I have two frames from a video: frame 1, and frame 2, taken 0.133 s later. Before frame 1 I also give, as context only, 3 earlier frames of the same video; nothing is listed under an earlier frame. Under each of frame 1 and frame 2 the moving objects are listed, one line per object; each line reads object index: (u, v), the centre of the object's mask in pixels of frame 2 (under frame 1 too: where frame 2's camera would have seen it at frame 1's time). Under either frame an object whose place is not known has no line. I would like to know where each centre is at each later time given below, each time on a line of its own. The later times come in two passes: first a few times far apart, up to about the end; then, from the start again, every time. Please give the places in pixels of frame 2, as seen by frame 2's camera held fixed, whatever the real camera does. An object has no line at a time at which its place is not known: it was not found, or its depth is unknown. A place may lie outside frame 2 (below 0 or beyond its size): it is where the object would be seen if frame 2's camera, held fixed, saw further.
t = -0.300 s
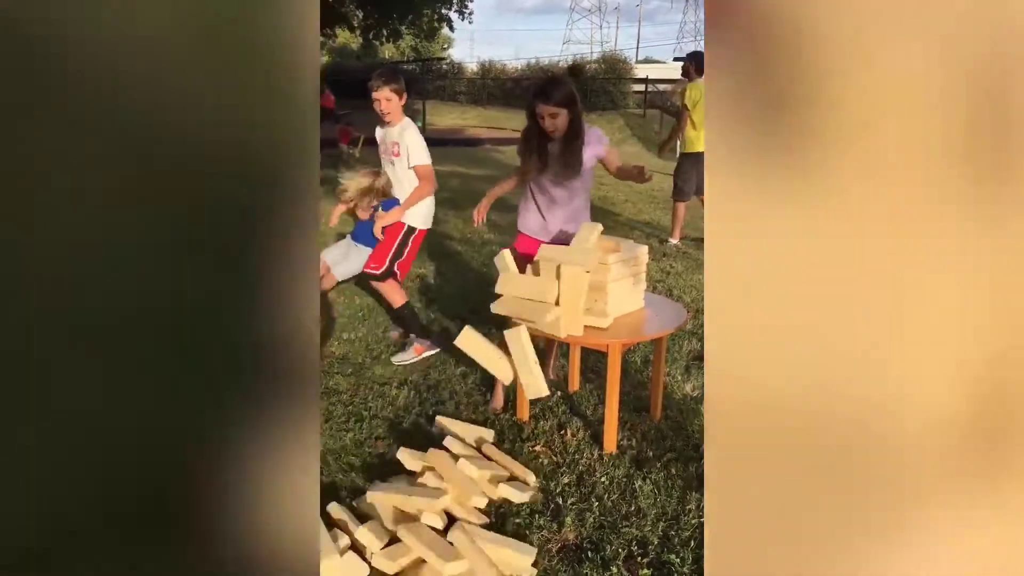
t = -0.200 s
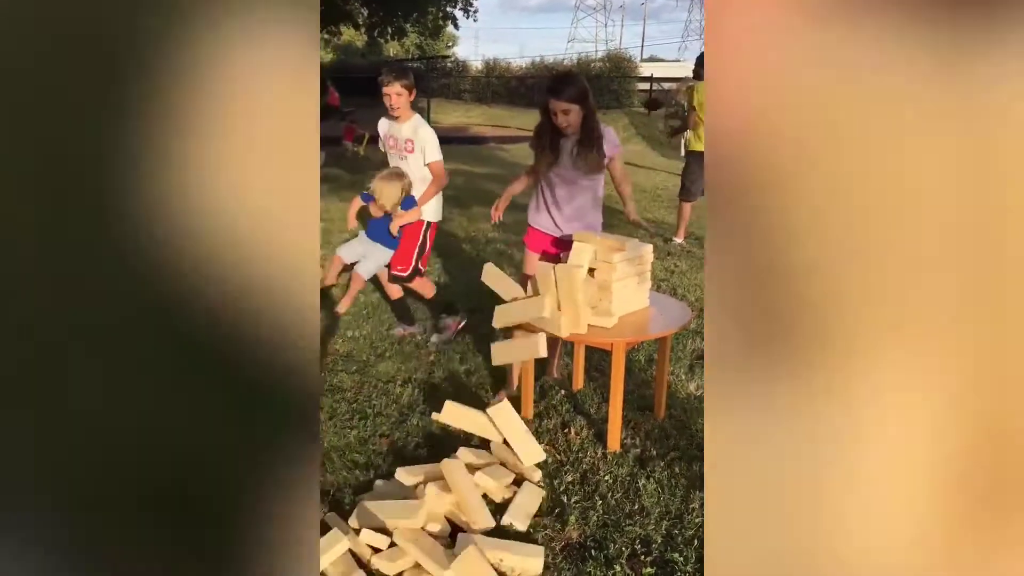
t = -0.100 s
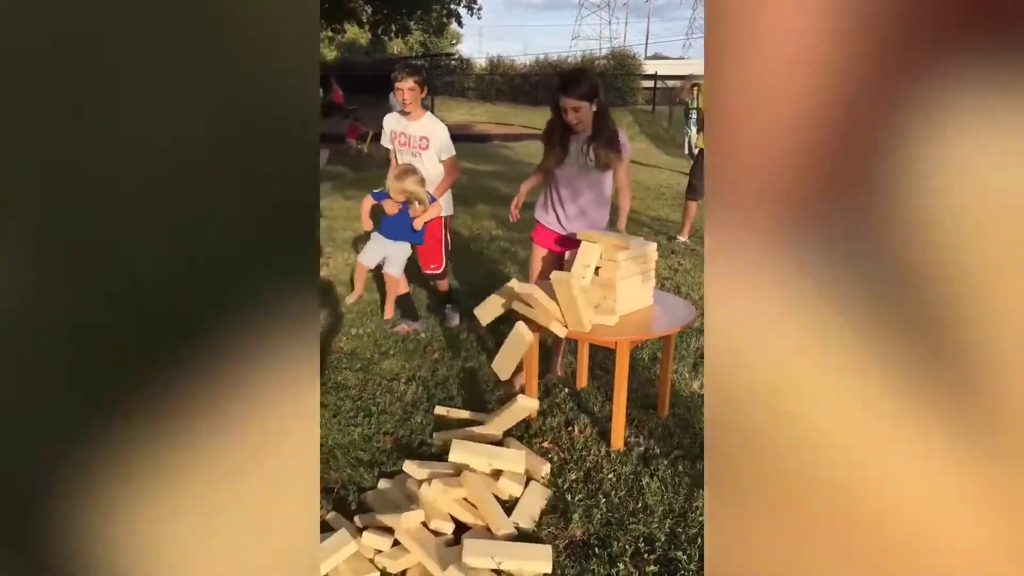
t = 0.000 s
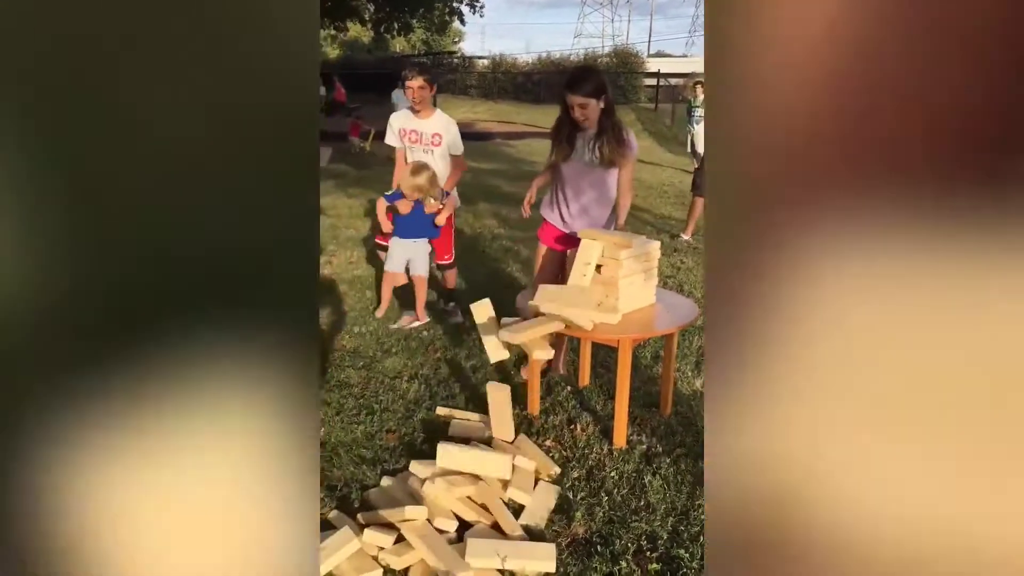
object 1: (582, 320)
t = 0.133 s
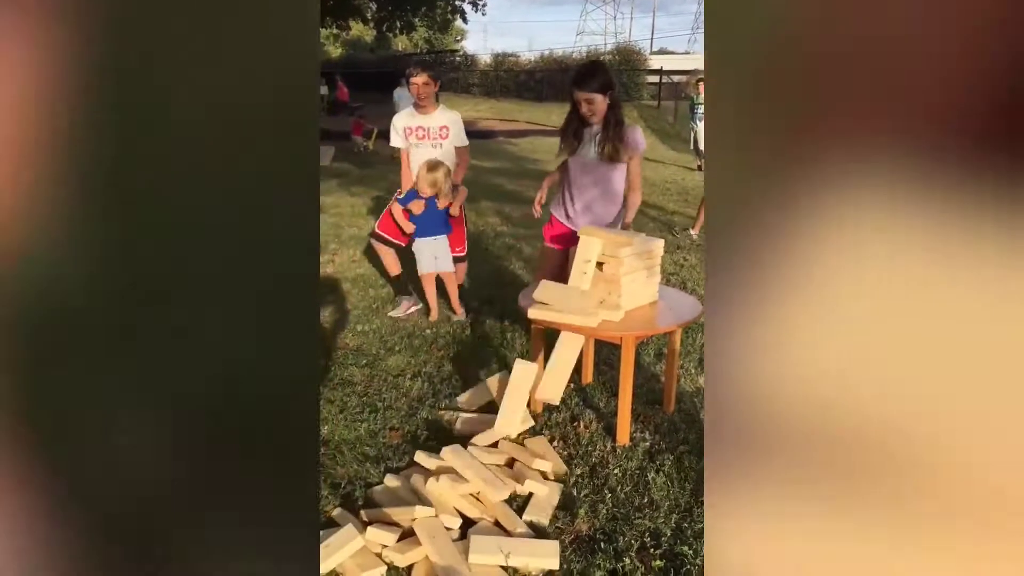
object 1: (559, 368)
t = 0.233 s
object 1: (551, 436)
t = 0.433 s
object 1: (604, 501)
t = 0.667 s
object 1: (623, 512)
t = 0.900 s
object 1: (622, 512)
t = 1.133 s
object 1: (622, 512)
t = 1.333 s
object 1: (623, 512)
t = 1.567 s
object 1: (622, 512)
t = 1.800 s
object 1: (622, 512)
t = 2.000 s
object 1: (623, 512)
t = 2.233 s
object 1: (623, 512)
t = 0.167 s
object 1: (557, 387)
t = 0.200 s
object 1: (554, 410)
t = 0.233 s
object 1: (551, 436)
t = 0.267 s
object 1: (557, 450)
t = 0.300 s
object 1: (567, 457)
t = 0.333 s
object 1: (578, 467)
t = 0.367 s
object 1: (588, 480)
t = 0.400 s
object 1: (596, 495)
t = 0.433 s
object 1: (604, 501)
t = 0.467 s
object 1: (610, 503)
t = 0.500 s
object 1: (612, 505)
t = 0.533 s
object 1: (615, 507)
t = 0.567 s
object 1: (618, 508)
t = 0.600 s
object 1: (622, 511)
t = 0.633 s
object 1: (623, 512)
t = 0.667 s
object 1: (623, 512)
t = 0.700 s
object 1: (623, 512)
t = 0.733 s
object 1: (622, 512)
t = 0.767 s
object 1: (622, 512)
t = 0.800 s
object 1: (622, 512)
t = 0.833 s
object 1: (622, 512)
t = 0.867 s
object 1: (622, 512)
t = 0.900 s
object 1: (622, 512)
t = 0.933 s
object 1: (622, 512)
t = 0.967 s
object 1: (622, 512)
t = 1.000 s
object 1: (622, 512)
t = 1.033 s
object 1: (622, 512)
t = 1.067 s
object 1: (622, 512)
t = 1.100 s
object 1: (622, 512)
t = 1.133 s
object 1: (622, 512)
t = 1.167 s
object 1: (622, 512)
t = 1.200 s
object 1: (622, 512)
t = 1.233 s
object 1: (622, 512)
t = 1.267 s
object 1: (622, 512)
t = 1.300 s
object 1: (622, 512)
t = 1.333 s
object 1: (623, 512)
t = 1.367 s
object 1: (622, 512)
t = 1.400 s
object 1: (622, 512)
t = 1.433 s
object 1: (622, 512)
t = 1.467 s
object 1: (622, 512)
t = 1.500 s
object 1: (622, 512)
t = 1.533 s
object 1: (622, 512)
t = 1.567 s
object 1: (622, 512)
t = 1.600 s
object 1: (622, 512)
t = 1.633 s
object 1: (623, 512)
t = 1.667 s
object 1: (622, 512)
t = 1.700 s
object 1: (623, 512)
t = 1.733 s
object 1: (623, 512)
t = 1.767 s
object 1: (623, 512)
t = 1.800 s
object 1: (622, 512)
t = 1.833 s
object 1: (623, 512)
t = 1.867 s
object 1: (623, 512)
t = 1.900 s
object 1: (623, 512)
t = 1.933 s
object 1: (623, 512)
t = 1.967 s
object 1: (623, 512)
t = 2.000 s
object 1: (623, 512)
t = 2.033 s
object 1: (623, 512)
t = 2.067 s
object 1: (623, 512)
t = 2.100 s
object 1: (623, 512)
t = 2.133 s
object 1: (623, 512)
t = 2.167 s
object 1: (623, 512)
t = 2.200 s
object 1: (623, 512)
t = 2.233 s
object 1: (623, 512)
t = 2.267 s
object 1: (623, 512)
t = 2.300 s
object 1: (623, 512)
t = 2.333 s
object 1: (622, 512)
